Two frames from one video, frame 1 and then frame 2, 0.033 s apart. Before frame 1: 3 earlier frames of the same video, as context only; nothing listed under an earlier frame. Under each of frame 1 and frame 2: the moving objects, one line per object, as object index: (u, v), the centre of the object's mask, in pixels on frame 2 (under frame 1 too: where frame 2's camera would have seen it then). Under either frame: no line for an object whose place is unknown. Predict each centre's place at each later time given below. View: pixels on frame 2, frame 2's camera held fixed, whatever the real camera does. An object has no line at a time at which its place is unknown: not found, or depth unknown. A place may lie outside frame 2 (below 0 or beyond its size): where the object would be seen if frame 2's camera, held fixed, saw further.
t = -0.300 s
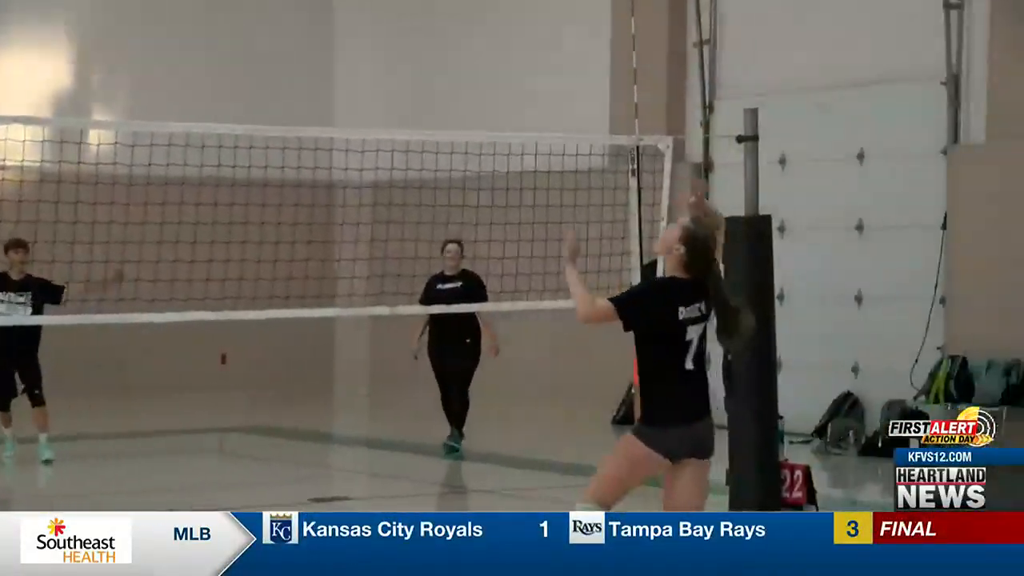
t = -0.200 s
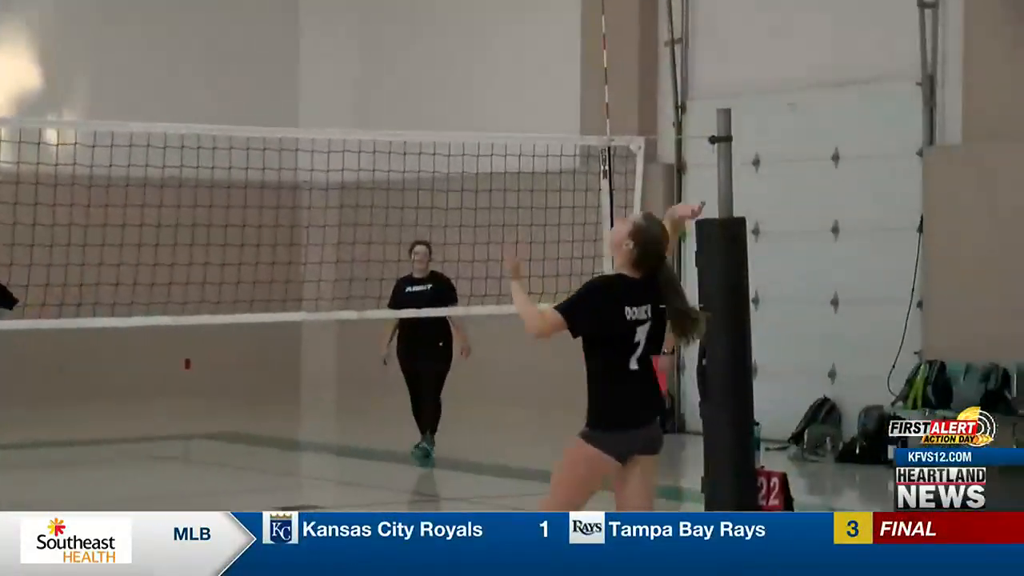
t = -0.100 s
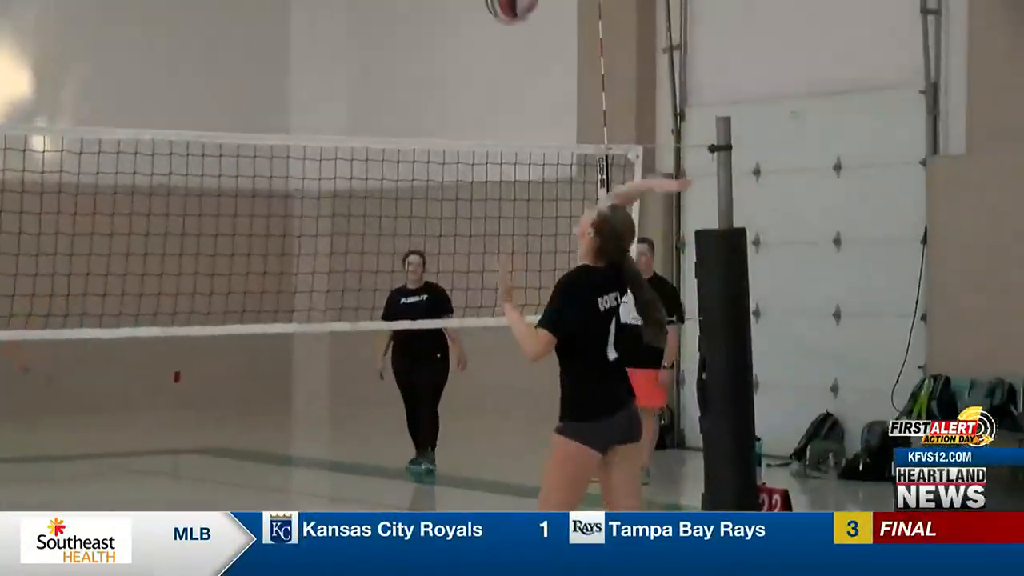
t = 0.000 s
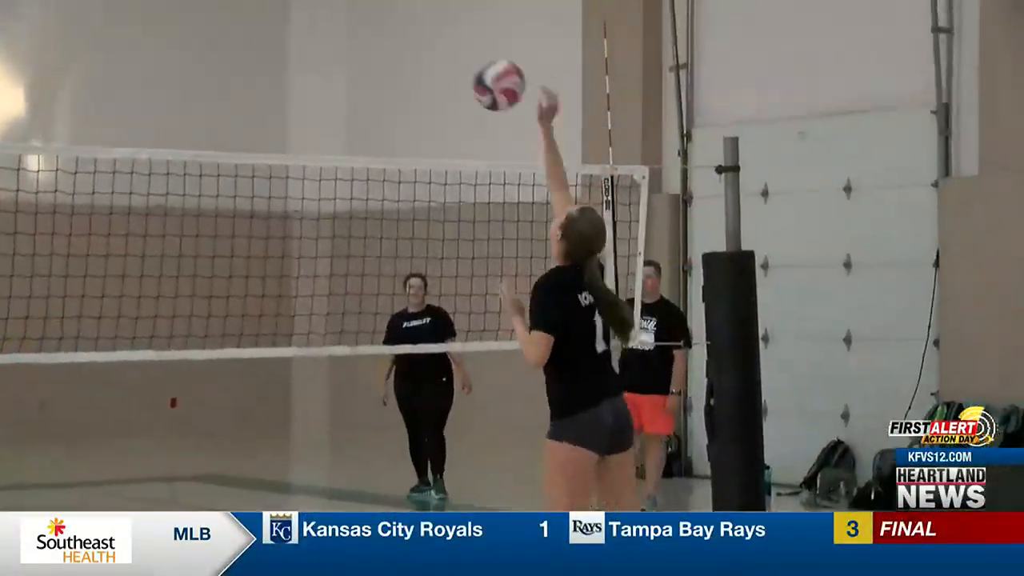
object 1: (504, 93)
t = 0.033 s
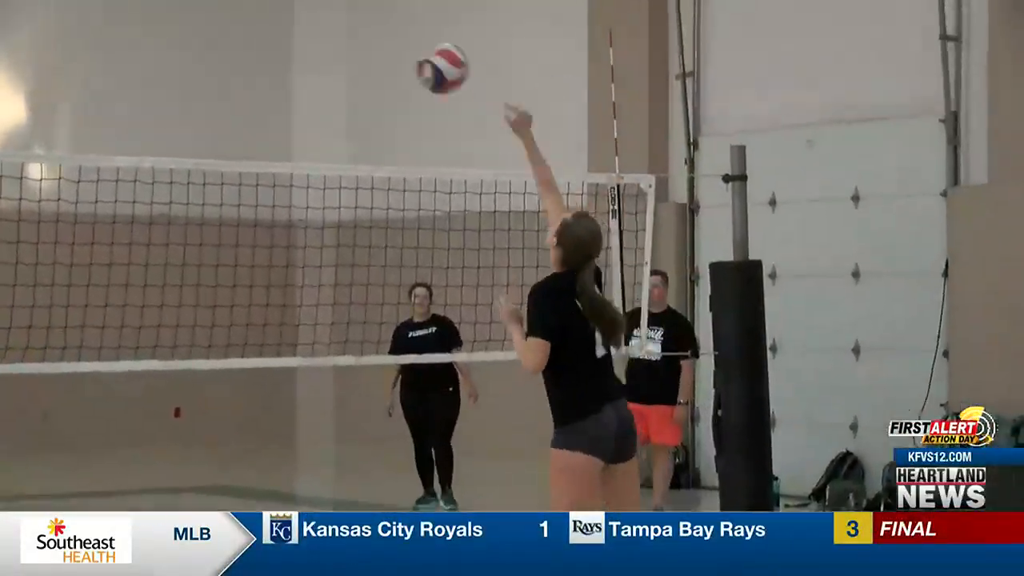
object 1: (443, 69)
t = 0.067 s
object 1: (382, 46)
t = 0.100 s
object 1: (324, 25)
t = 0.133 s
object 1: (269, 9)
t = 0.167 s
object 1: (211, -7)
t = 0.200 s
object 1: (155, -21)
